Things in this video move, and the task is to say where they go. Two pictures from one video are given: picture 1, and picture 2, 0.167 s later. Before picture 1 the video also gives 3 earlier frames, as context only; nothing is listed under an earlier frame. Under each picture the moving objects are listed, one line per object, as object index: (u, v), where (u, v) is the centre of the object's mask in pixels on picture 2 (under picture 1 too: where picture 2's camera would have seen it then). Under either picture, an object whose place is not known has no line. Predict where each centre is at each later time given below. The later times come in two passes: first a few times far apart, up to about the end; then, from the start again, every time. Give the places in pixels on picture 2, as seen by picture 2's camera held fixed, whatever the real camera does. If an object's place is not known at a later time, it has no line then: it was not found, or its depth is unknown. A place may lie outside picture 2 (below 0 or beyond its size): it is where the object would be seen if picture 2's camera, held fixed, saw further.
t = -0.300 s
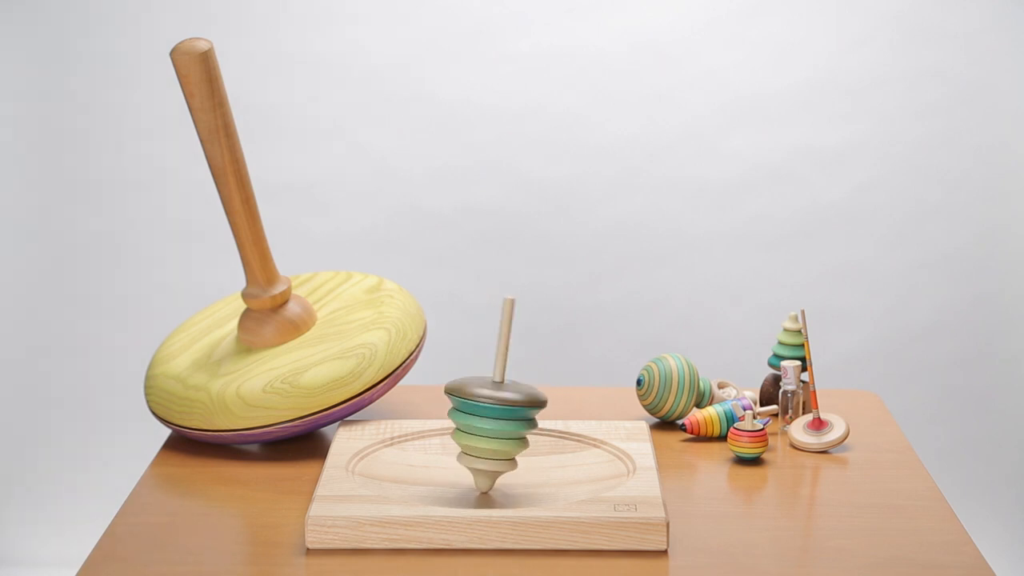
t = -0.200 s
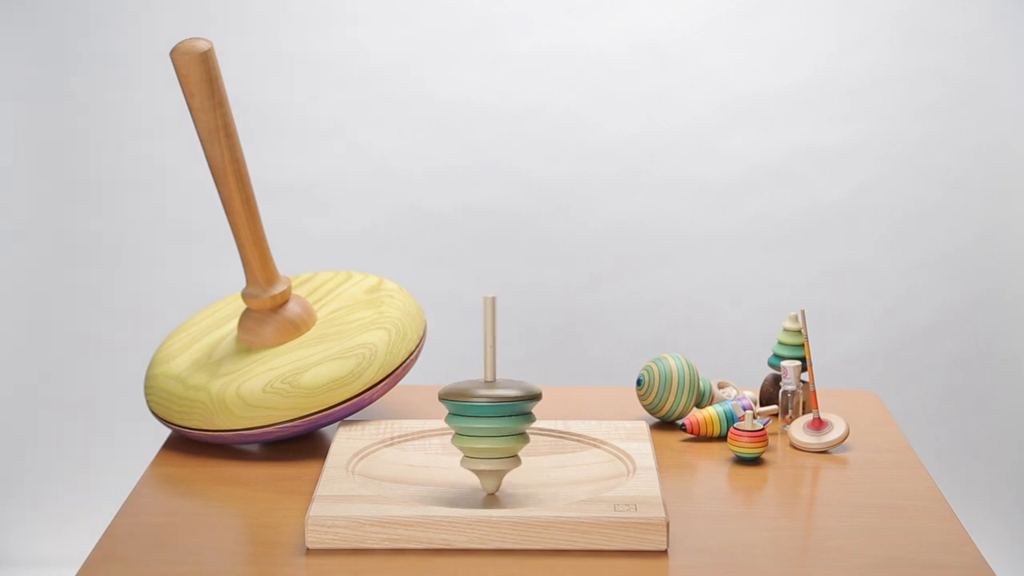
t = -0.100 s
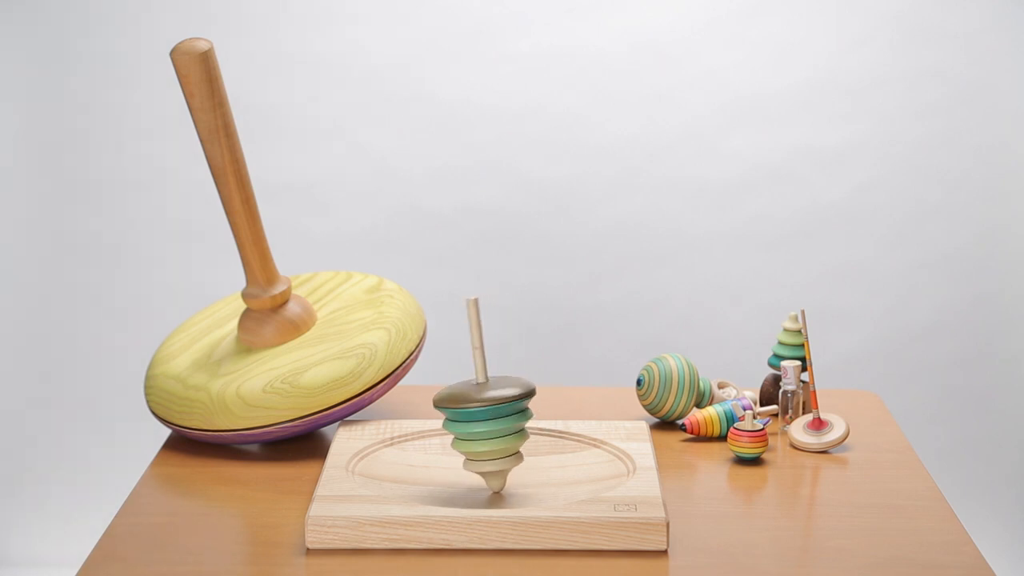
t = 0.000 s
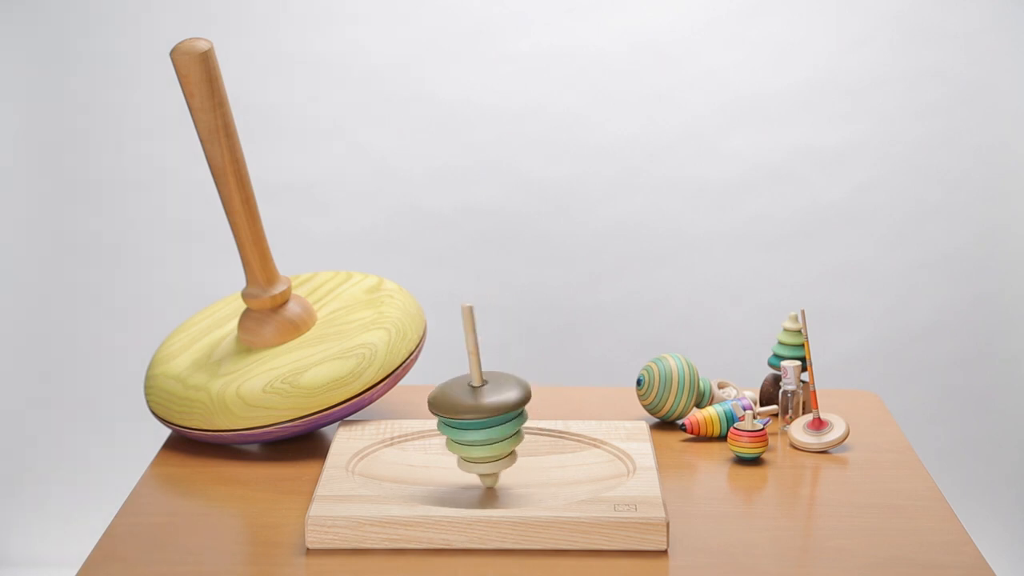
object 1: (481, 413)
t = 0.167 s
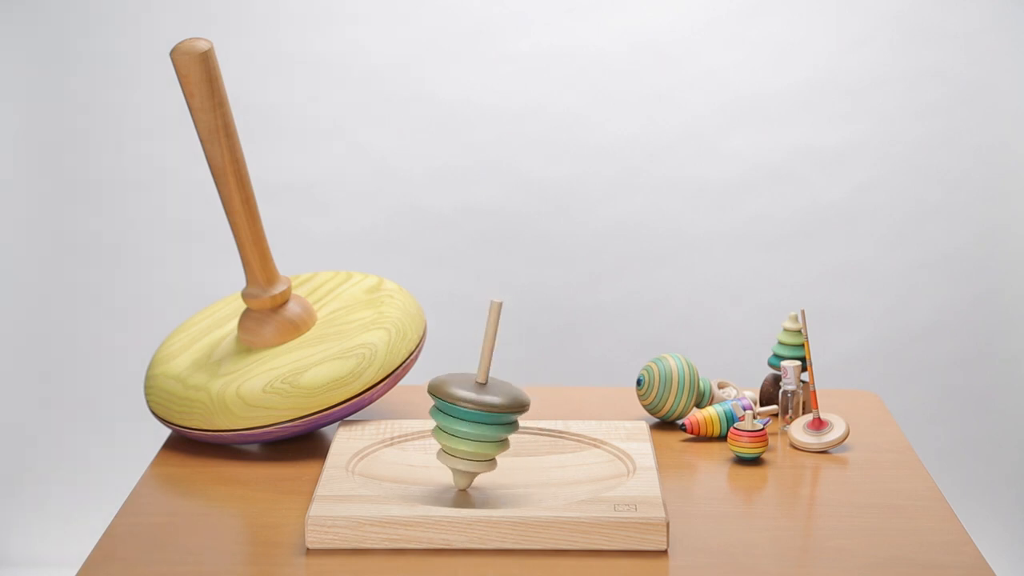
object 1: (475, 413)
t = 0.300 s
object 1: (474, 414)
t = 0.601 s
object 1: (472, 408)
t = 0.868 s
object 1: (475, 411)
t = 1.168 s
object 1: (484, 408)
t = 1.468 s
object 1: (495, 409)
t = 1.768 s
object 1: (494, 409)
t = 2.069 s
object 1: (492, 408)
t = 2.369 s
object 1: (493, 415)
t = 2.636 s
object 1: (482, 416)
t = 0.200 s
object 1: (474, 413)
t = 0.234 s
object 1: (474, 414)
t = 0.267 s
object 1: (473, 414)
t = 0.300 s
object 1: (474, 414)
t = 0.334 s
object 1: (474, 413)
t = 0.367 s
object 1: (474, 413)
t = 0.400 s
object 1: (473, 413)
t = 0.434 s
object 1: (473, 412)
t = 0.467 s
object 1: (473, 411)
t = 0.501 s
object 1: (472, 410)
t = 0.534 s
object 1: (472, 409)
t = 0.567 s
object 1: (472, 409)
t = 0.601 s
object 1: (472, 408)
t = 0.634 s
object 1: (472, 409)
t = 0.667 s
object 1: (471, 409)
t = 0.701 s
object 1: (471, 410)
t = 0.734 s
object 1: (471, 411)
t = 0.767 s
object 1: (472, 410)
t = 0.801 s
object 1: (473, 411)
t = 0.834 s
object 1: (474, 411)
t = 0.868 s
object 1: (475, 411)
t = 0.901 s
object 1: (477, 411)
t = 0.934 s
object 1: (478, 410)
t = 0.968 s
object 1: (480, 409)
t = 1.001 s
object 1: (481, 409)
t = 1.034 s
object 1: (482, 408)
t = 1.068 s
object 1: (482, 408)
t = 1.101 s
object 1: (483, 408)
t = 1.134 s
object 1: (483, 408)
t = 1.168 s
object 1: (484, 408)
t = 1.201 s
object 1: (485, 409)
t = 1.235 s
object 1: (486, 409)
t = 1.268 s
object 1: (488, 410)
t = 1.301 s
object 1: (490, 410)
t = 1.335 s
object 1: (492, 411)
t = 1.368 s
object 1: (493, 411)
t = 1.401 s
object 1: (494, 411)
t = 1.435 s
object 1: (495, 410)
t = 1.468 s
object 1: (495, 409)
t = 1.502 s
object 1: (495, 408)
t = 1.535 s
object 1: (496, 408)
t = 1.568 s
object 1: (496, 407)
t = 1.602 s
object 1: (497, 407)
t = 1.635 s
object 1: (496, 407)
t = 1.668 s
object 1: (496, 407)
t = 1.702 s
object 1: (495, 407)
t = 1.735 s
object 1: (495, 408)
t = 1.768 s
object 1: (494, 409)
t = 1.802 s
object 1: (494, 409)
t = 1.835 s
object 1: (494, 410)
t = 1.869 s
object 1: (495, 410)
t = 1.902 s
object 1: (495, 410)
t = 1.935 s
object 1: (495, 410)
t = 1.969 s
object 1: (495, 410)
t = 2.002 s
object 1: (494, 409)
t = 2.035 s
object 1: (493, 409)
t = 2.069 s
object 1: (492, 408)
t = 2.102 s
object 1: (491, 408)
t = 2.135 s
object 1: (491, 409)
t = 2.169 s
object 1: (490, 410)
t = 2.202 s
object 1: (491, 410)
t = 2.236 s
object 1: (490, 411)
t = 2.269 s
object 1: (491, 413)
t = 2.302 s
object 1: (491, 414)
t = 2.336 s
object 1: (492, 414)
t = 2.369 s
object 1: (493, 415)
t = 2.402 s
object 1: (494, 415)
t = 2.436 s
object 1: (494, 415)
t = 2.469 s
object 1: (494, 414)
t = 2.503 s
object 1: (493, 413)
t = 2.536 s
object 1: (491, 413)
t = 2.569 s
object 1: (488, 413)
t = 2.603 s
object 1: (485, 414)
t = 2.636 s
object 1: (482, 416)
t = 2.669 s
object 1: (482, 420)
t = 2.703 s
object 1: (486, 425)
